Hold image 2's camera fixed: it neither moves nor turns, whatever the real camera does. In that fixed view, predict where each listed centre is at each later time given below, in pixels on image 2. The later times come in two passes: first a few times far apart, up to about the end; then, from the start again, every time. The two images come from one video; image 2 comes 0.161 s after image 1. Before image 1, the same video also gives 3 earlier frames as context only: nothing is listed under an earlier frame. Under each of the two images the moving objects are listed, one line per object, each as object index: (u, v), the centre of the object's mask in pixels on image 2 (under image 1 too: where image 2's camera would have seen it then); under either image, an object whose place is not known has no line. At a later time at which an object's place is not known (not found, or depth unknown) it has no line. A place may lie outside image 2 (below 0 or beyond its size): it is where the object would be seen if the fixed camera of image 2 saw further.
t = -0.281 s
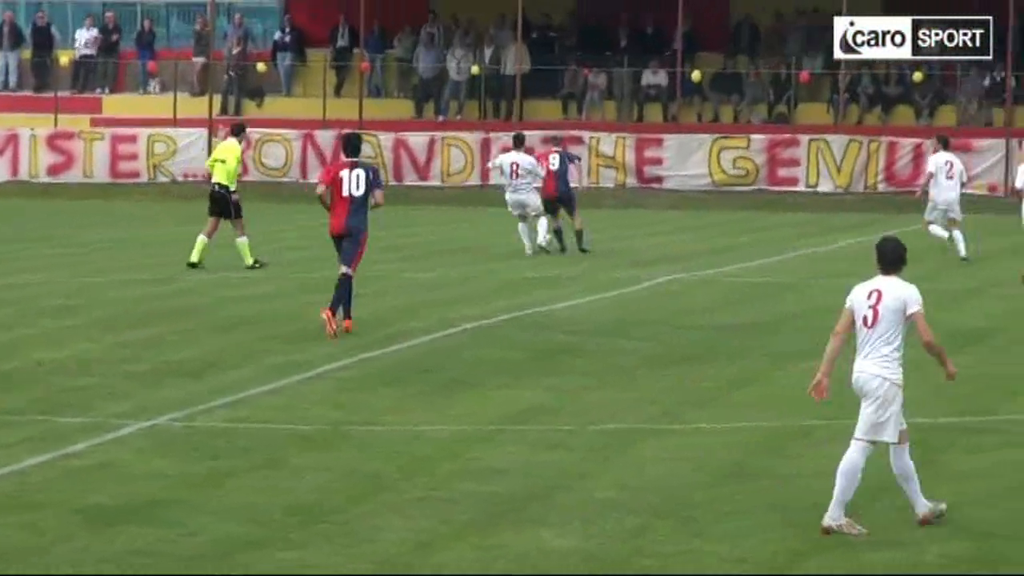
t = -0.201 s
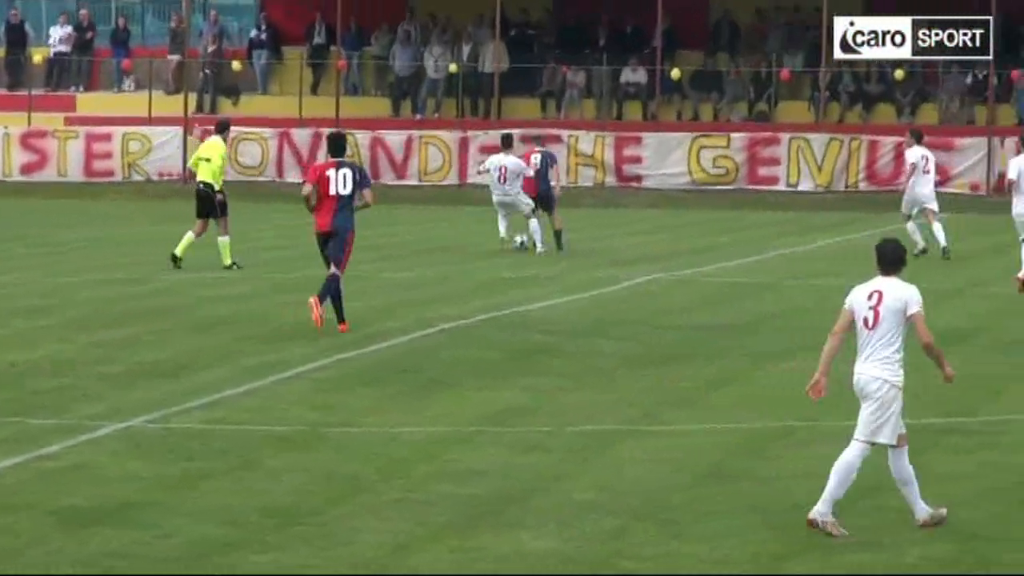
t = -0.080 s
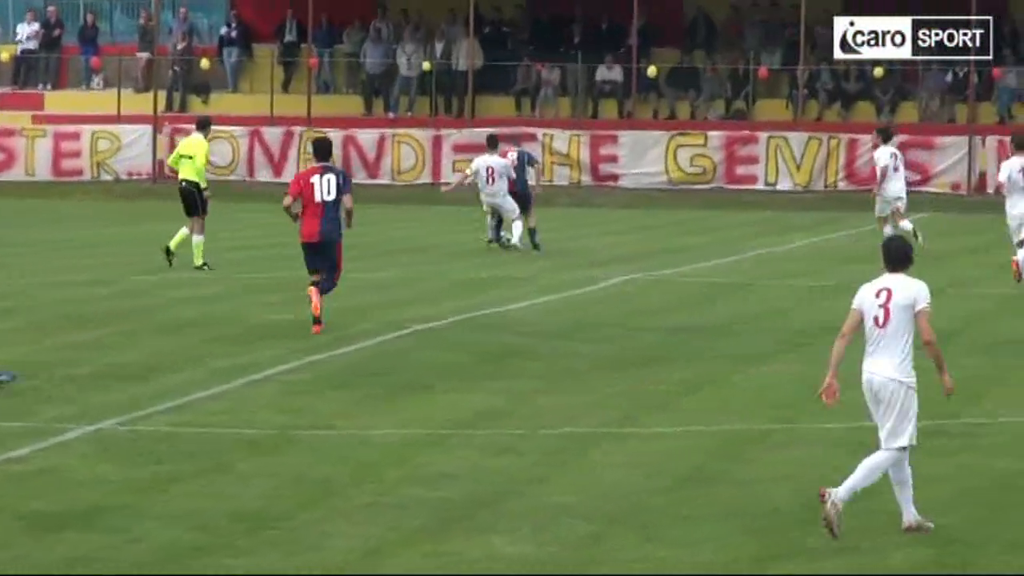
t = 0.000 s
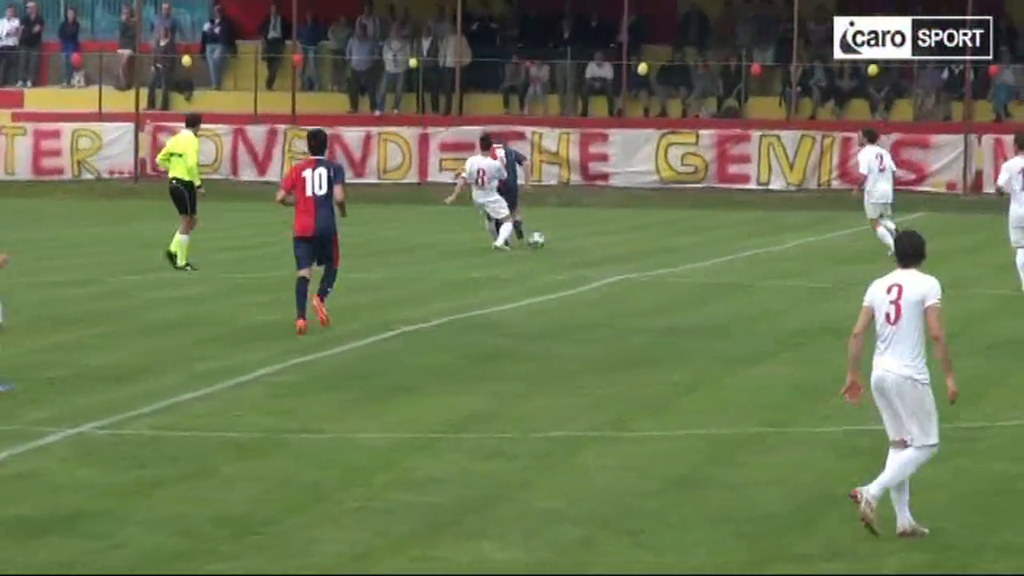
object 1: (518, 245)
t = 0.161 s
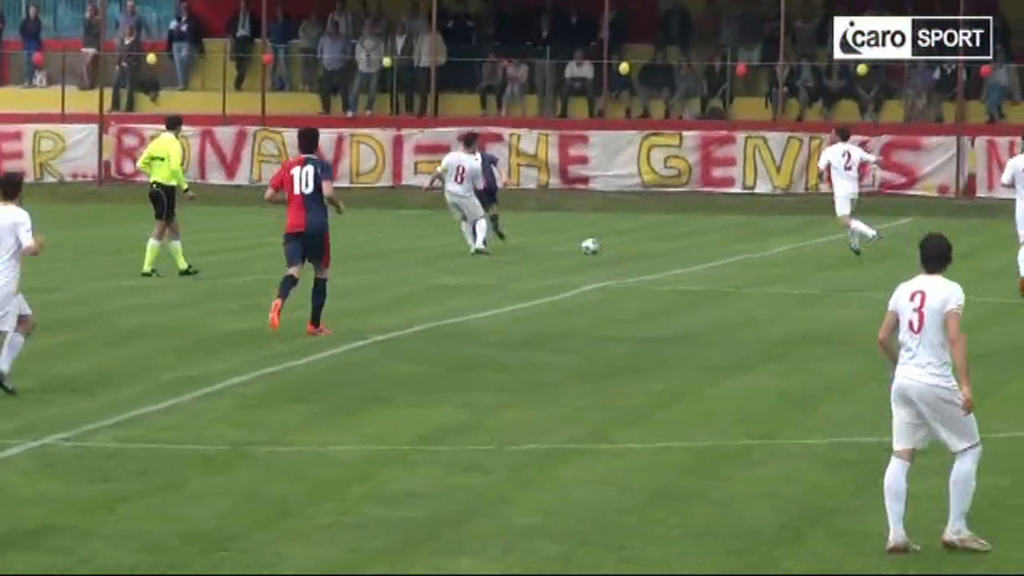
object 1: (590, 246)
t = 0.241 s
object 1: (621, 246)
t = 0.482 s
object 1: (715, 250)
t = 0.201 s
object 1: (606, 246)
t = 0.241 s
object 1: (621, 246)
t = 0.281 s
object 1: (639, 246)
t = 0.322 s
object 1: (655, 246)
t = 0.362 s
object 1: (671, 246)
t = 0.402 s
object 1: (687, 246)
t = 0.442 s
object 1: (702, 247)
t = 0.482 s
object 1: (715, 250)
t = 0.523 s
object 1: (733, 249)
